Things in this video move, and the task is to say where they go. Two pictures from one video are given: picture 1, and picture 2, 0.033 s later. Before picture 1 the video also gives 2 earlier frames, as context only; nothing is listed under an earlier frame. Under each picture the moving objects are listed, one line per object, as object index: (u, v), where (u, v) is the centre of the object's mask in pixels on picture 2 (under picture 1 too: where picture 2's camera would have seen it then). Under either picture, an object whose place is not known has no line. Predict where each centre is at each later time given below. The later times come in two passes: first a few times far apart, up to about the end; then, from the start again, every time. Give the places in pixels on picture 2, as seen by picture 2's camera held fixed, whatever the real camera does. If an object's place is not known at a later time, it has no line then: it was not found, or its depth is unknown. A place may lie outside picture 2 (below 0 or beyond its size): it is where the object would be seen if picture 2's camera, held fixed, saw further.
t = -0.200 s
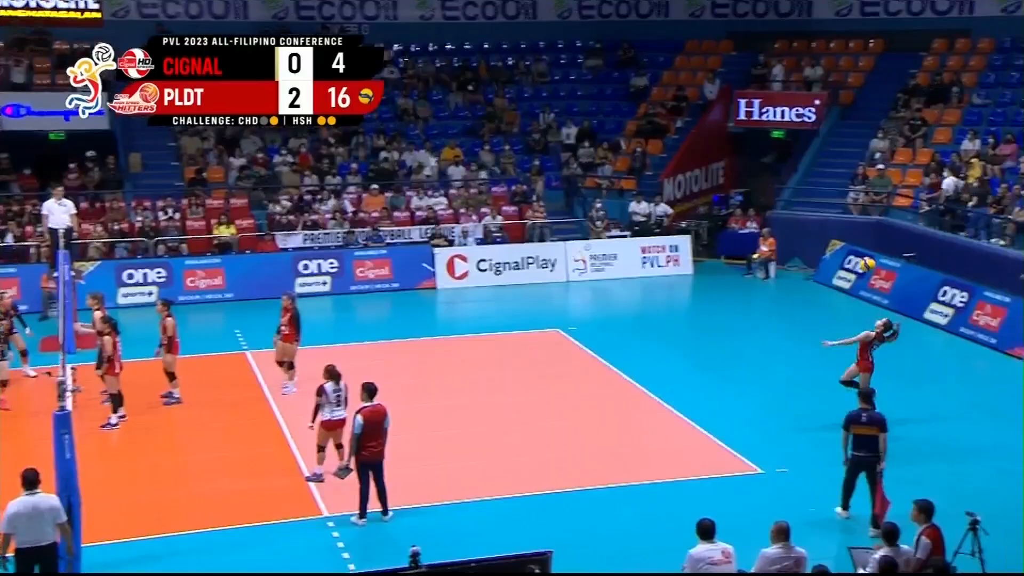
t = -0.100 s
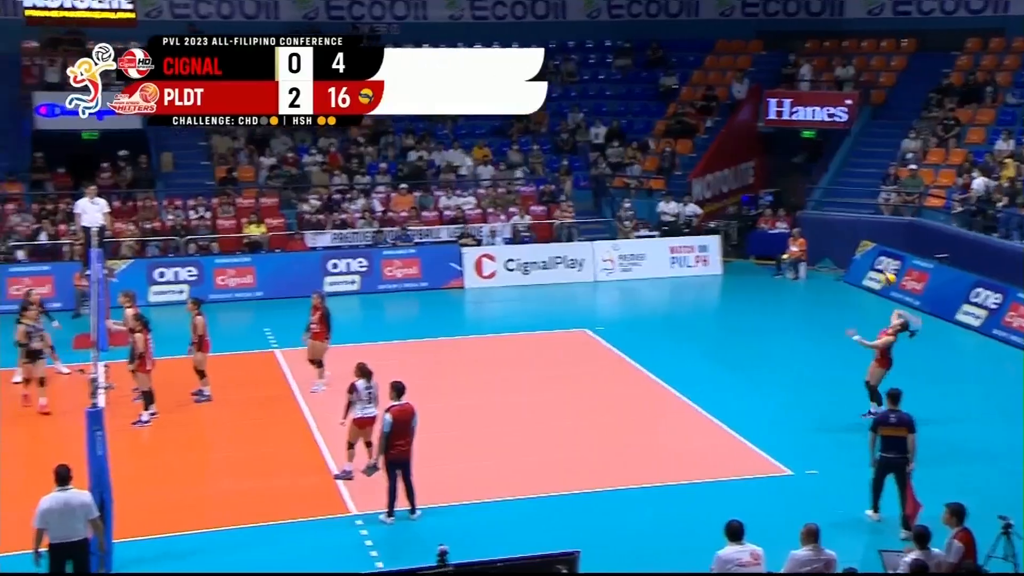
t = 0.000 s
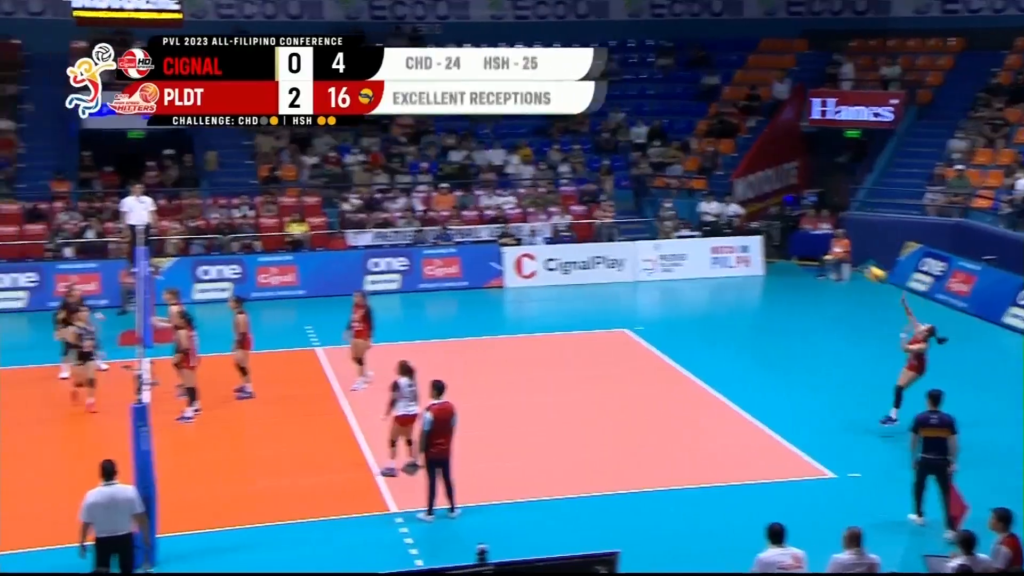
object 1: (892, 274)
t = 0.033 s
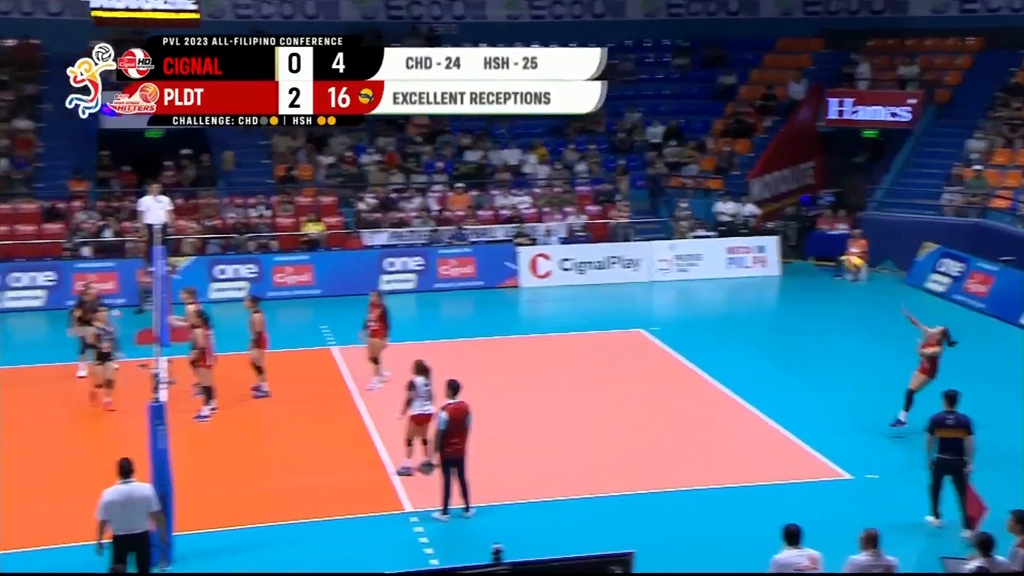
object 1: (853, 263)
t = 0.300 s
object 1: (572, 198)
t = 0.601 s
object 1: (291, 186)
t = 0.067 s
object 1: (818, 253)
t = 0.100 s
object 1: (784, 242)
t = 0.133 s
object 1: (746, 232)
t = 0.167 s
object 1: (710, 224)
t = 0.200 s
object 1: (675, 216)
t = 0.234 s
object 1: (640, 210)
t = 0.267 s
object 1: (605, 203)
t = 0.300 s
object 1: (572, 198)
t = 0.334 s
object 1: (539, 195)
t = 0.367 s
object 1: (506, 191)
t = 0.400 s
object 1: (474, 189)
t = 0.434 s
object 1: (442, 186)
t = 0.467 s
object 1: (410, 186)
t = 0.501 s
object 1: (380, 185)
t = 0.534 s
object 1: (350, 185)
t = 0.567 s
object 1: (320, 185)
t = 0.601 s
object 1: (291, 186)
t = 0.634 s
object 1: (262, 187)
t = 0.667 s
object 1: (234, 189)
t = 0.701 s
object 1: (205, 192)
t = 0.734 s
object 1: (178, 195)
